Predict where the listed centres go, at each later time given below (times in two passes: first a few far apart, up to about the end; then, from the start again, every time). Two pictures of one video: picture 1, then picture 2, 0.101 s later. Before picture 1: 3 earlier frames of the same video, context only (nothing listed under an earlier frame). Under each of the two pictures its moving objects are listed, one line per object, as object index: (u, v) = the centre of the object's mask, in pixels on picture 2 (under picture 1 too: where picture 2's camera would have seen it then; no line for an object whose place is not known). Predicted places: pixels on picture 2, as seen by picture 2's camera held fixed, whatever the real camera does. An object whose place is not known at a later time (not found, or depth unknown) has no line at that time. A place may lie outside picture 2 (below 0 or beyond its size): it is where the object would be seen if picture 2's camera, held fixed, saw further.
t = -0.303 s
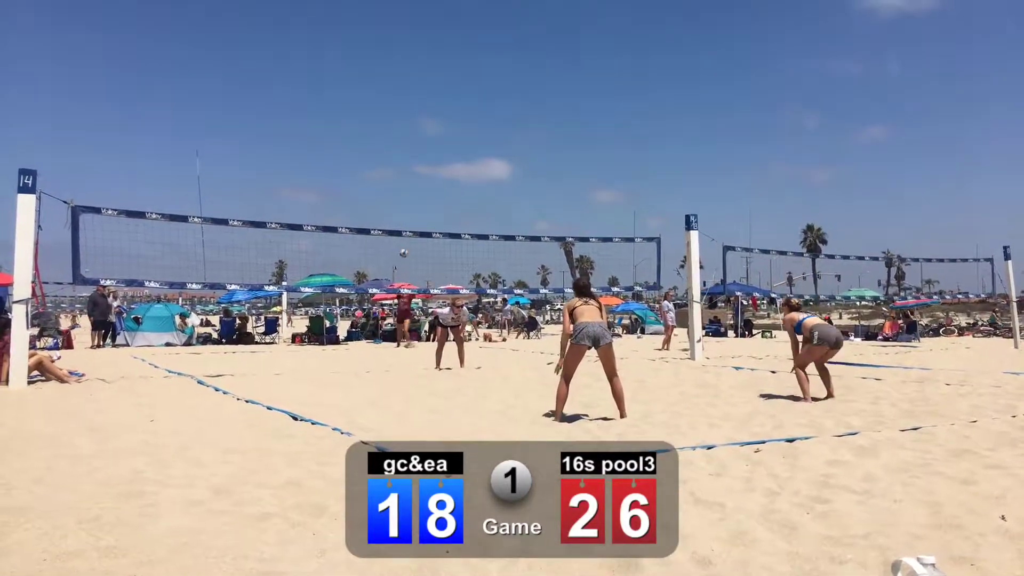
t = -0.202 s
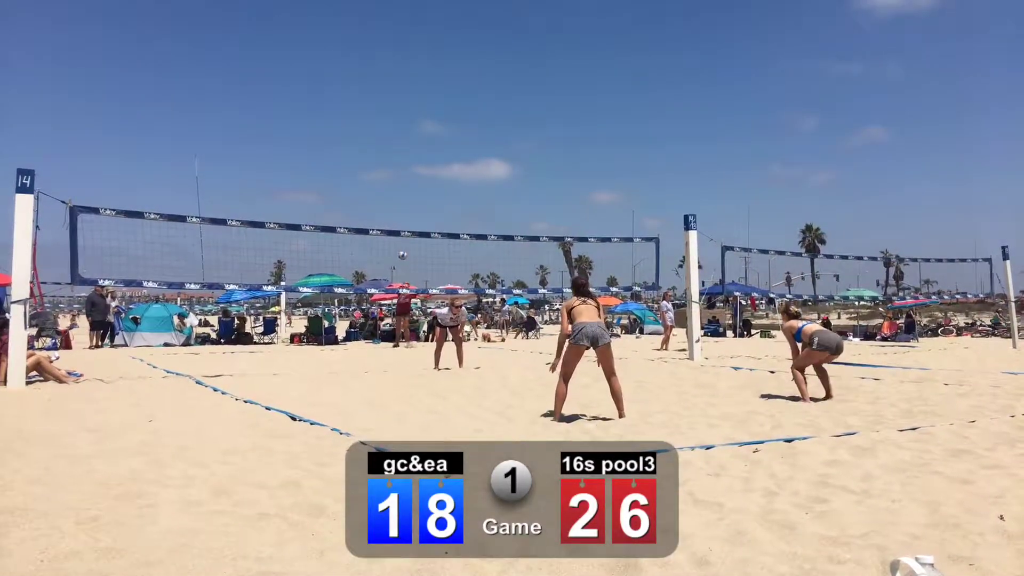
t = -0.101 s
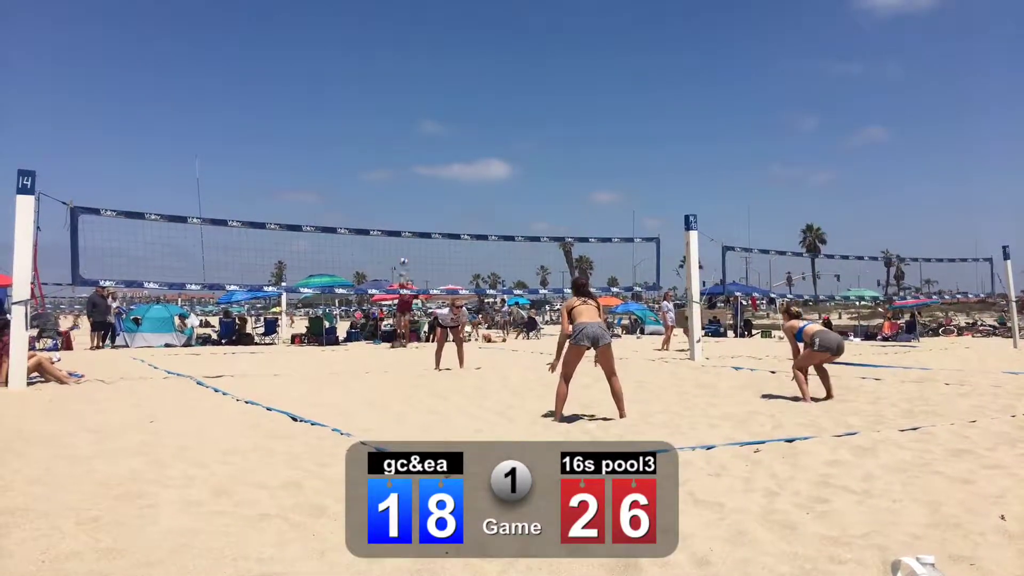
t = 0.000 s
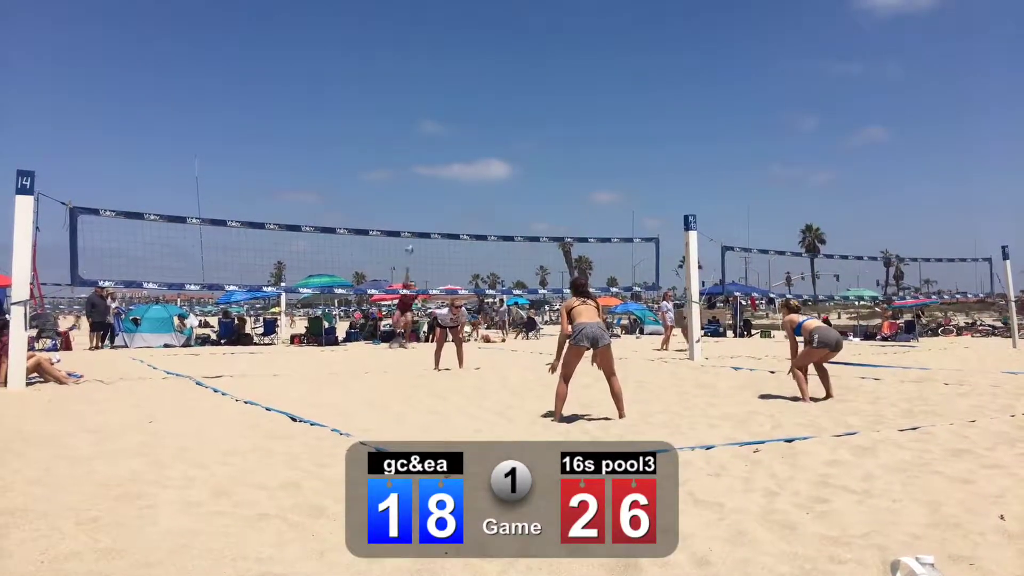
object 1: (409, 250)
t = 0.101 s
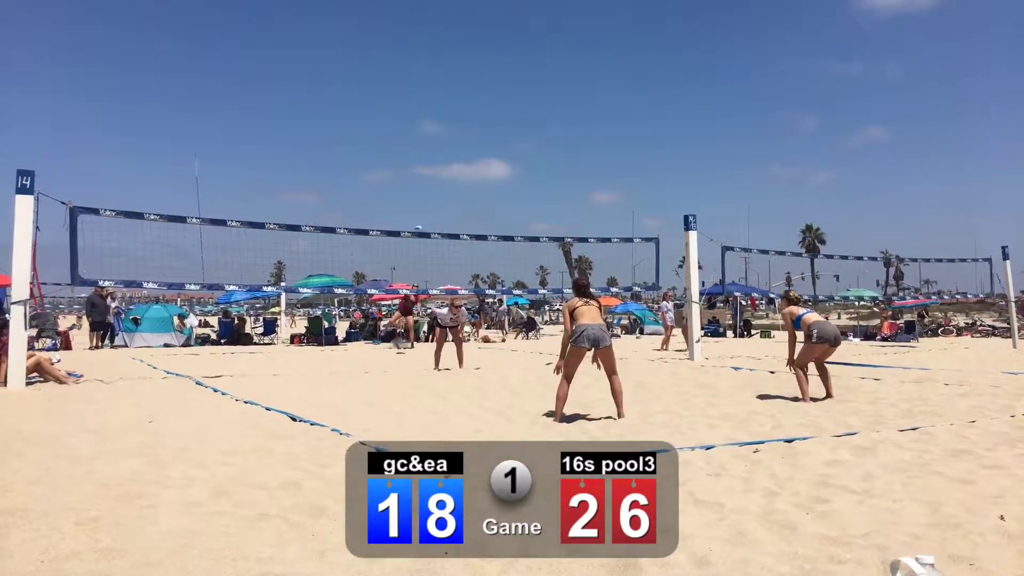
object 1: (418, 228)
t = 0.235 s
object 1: (436, 210)
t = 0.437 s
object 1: (471, 198)
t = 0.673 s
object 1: (537, 218)
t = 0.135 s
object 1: (422, 224)
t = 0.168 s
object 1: (427, 219)
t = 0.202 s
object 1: (431, 214)
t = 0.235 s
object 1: (436, 210)
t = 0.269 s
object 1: (440, 207)
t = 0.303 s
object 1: (446, 203)
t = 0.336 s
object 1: (452, 202)
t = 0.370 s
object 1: (458, 200)
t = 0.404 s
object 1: (465, 199)
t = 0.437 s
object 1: (471, 198)
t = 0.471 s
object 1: (480, 198)
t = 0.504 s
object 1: (488, 199)
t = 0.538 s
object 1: (496, 201)
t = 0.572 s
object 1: (506, 204)
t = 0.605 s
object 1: (515, 206)
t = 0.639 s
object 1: (525, 212)
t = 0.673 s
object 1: (537, 218)
